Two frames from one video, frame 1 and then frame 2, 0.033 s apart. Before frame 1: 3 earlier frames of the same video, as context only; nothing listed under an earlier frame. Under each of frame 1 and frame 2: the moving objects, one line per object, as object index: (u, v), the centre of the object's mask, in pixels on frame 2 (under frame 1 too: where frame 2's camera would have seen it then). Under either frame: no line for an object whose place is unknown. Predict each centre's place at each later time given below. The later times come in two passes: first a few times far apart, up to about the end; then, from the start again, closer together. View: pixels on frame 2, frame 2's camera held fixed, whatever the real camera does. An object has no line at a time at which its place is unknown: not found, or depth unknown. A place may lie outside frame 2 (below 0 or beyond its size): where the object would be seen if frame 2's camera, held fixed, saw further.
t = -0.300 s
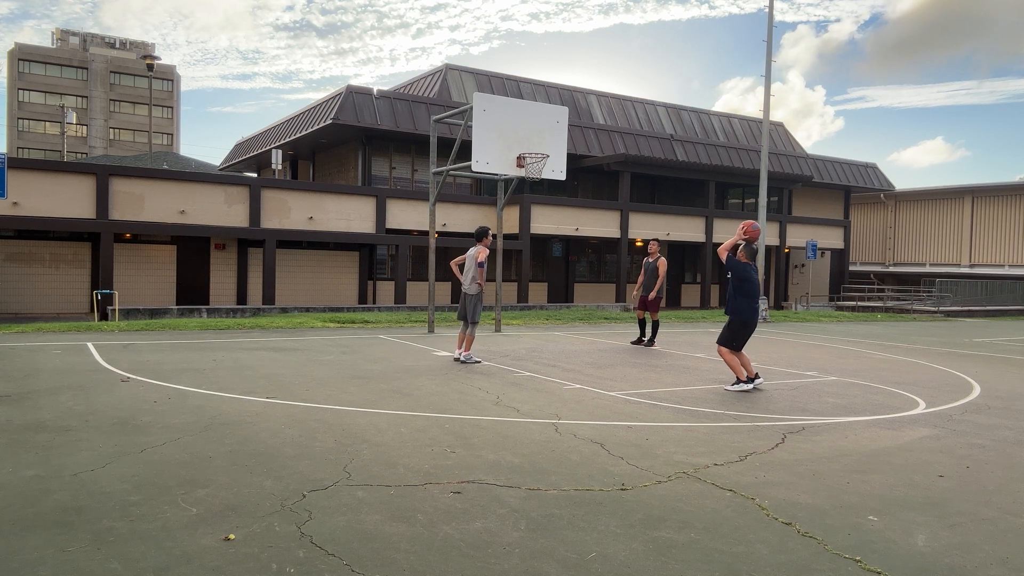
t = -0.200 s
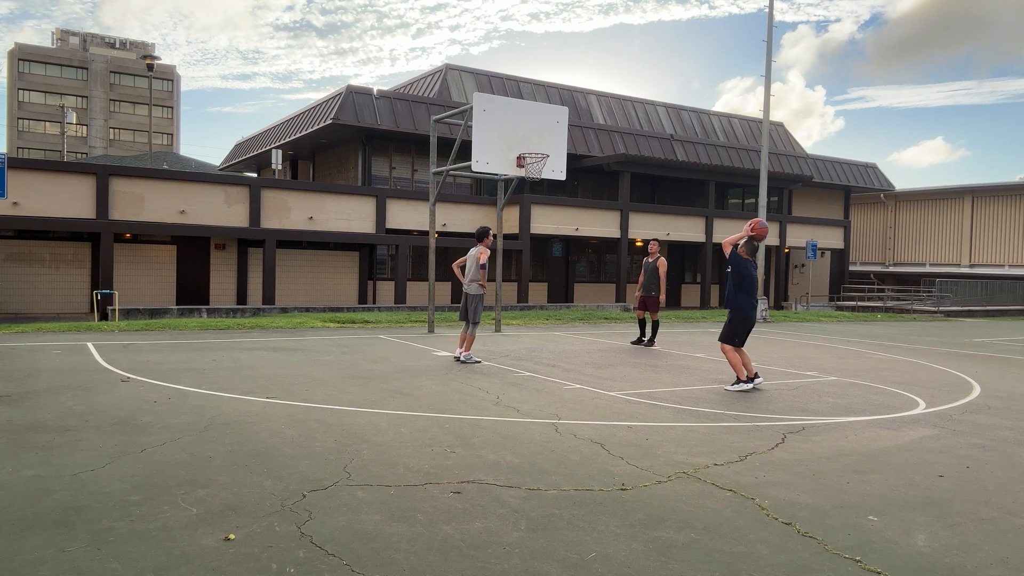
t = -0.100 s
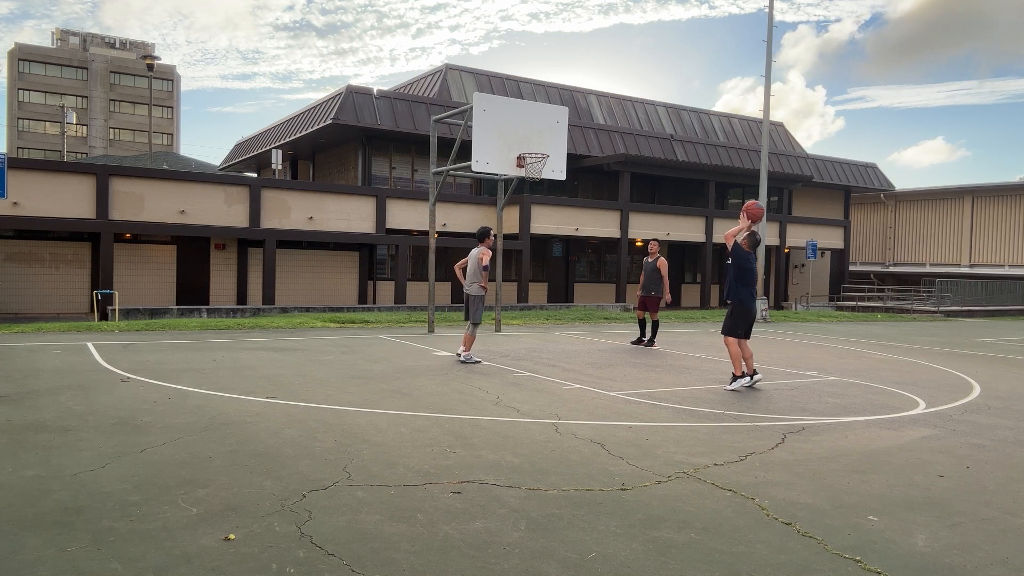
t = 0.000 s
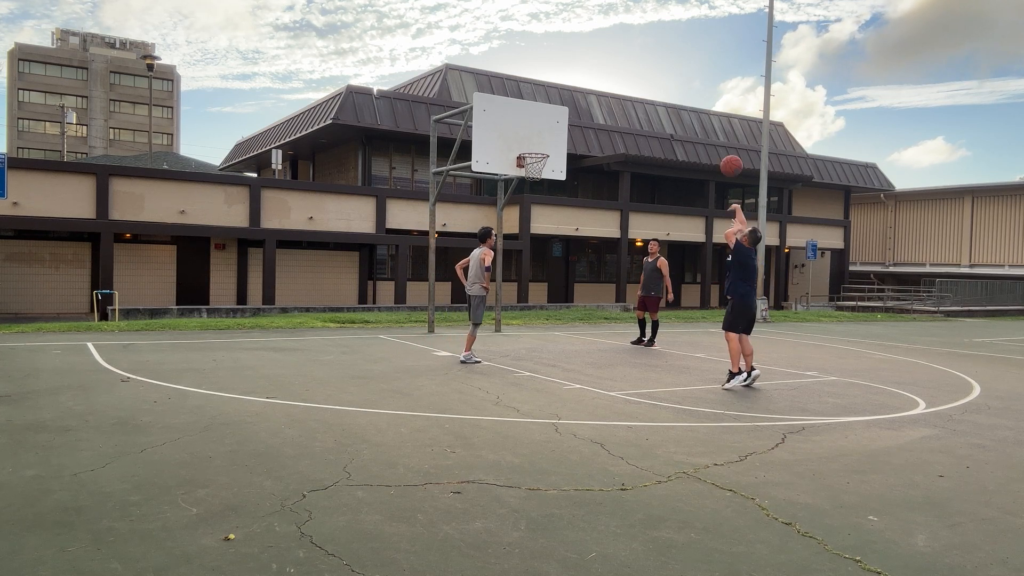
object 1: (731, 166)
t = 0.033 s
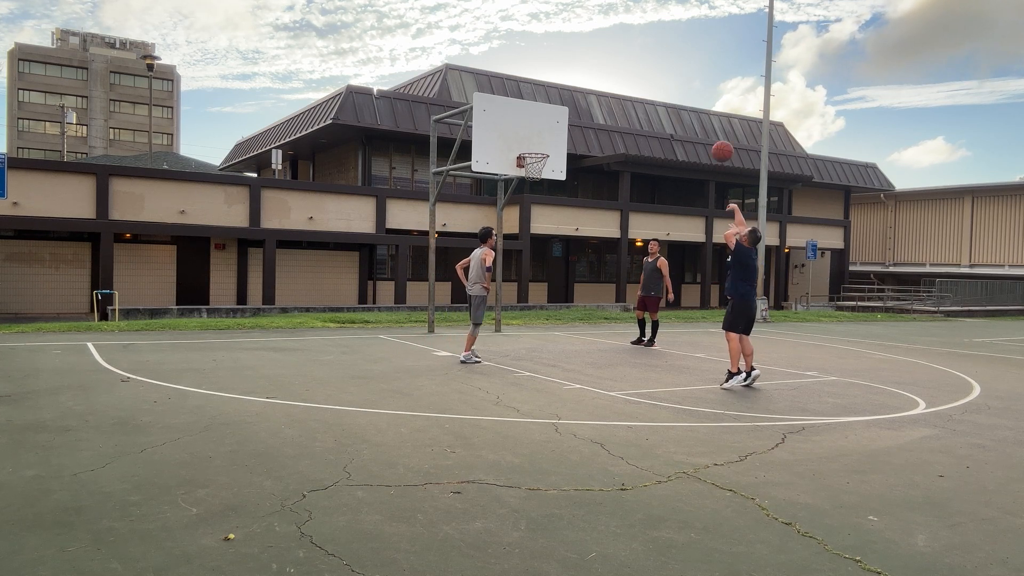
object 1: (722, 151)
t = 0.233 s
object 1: (675, 91)
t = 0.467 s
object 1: (629, 66)
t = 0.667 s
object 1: (596, 76)
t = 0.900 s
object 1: (561, 118)
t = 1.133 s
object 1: (559, 136)
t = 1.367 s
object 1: (584, 134)
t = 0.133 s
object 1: (697, 116)
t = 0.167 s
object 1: (689, 106)
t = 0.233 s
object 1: (675, 91)
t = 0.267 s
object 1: (668, 84)
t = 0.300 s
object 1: (661, 79)
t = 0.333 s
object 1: (654, 74)
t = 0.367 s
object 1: (647, 71)
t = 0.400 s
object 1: (641, 68)
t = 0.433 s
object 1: (635, 67)
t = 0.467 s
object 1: (629, 66)
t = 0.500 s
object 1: (623, 65)
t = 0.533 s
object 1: (617, 66)
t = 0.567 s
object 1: (612, 67)
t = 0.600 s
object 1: (606, 70)
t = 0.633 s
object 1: (601, 72)
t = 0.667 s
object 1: (596, 76)
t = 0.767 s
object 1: (580, 90)
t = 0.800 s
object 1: (575, 96)
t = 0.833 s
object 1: (571, 103)
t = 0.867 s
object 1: (566, 110)
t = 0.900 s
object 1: (561, 118)
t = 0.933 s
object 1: (557, 126)
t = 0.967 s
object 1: (552, 135)
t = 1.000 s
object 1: (548, 144)
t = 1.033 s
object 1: (548, 147)
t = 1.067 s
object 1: (551, 142)
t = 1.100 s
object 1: (555, 139)
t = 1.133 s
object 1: (559, 136)
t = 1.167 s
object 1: (562, 133)
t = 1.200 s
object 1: (566, 132)
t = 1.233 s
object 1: (570, 130)
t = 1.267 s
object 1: (573, 130)
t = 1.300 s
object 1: (577, 131)
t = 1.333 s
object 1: (580, 132)
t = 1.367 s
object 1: (584, 134)
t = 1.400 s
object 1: (588, 137)
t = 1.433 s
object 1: (591, 140)
